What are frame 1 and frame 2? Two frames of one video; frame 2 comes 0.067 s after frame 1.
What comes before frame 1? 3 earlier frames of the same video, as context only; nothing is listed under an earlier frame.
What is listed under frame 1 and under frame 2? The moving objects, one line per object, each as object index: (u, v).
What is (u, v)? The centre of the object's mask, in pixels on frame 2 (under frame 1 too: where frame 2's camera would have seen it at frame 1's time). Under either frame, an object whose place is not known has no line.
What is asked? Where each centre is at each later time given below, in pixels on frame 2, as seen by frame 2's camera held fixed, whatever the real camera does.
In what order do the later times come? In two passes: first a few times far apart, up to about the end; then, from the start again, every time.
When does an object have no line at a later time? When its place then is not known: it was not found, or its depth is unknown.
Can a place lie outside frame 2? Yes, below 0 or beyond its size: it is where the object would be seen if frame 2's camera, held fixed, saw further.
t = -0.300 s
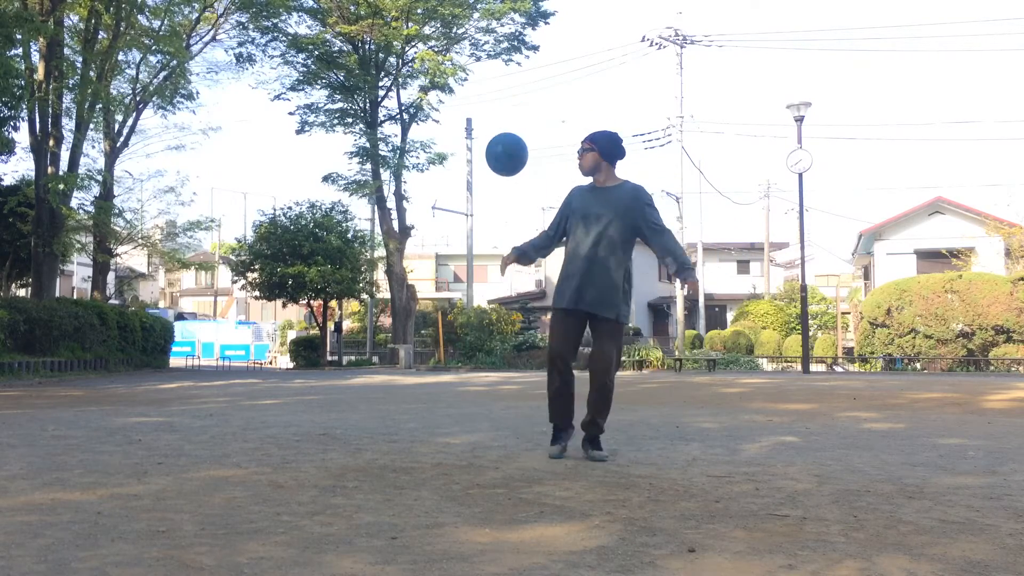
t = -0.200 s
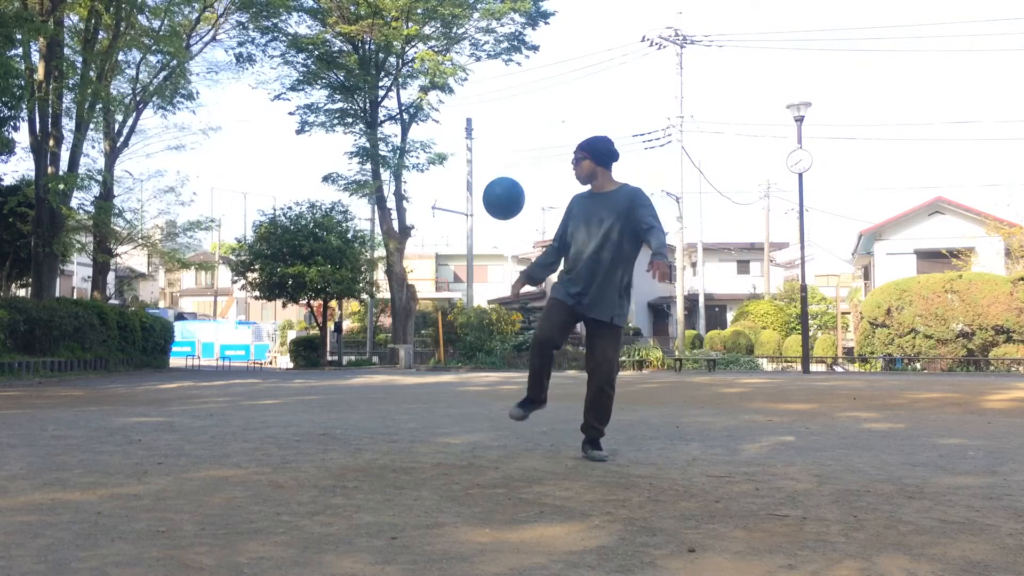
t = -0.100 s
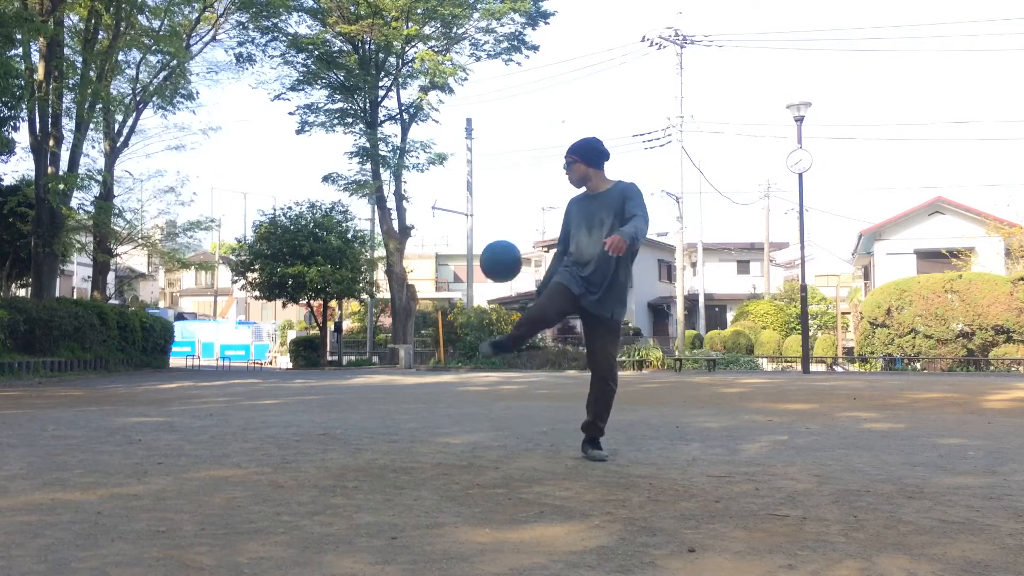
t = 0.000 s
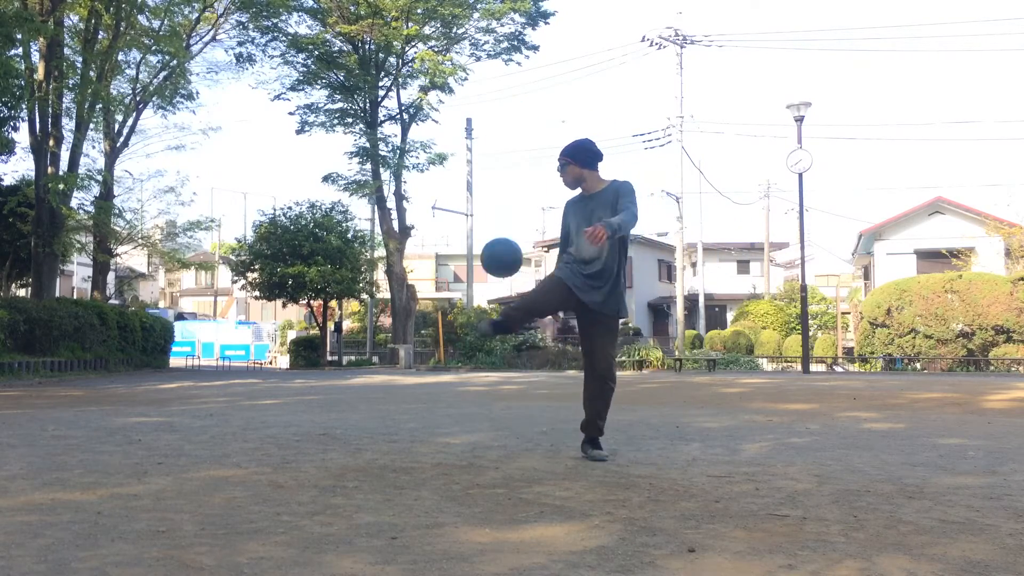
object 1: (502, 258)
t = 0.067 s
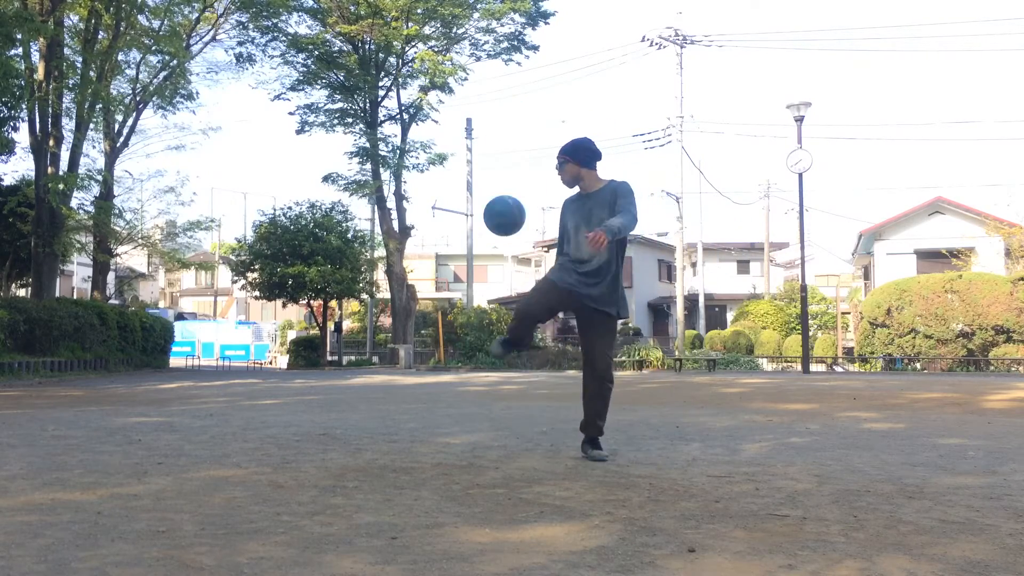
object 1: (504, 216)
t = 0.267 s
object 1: (513, 137)
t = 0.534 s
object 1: (526, 145)
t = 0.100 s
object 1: (506, 197)
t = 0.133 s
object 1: (507, 181)
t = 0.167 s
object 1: (509, 167)
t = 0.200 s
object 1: (510, 155)
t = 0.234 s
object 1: (512, 145)
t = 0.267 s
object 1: (513, 137)
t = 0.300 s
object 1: (515, 131)
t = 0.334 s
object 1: (516, 127)
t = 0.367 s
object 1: (518, 125)
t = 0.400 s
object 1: (520, 125)
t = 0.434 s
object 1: (521, 127)
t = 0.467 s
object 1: (523, 131)
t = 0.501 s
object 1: (524, 137)
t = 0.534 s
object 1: (526, 145)
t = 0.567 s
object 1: (528, 155)
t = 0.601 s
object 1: (529, 168)
